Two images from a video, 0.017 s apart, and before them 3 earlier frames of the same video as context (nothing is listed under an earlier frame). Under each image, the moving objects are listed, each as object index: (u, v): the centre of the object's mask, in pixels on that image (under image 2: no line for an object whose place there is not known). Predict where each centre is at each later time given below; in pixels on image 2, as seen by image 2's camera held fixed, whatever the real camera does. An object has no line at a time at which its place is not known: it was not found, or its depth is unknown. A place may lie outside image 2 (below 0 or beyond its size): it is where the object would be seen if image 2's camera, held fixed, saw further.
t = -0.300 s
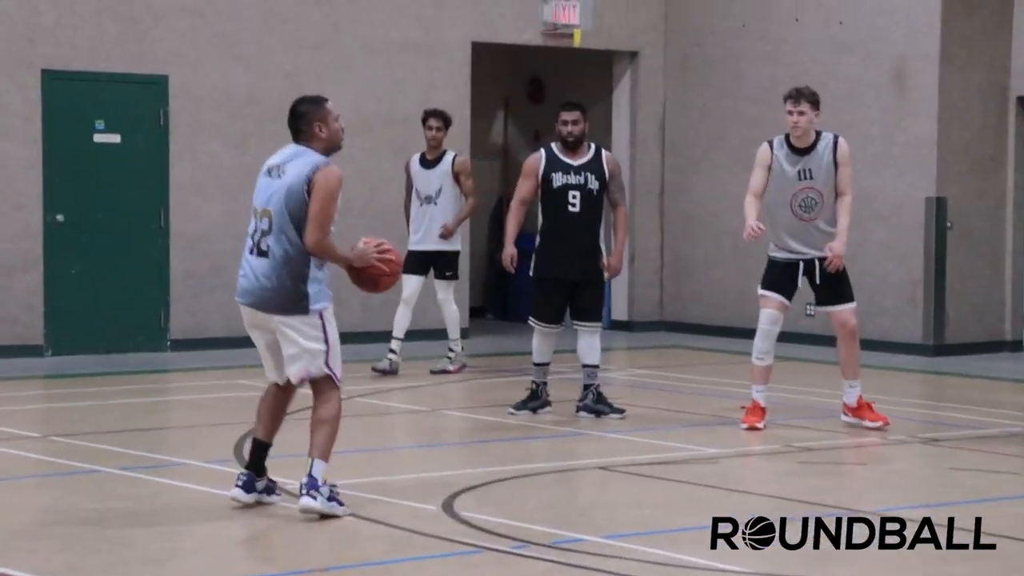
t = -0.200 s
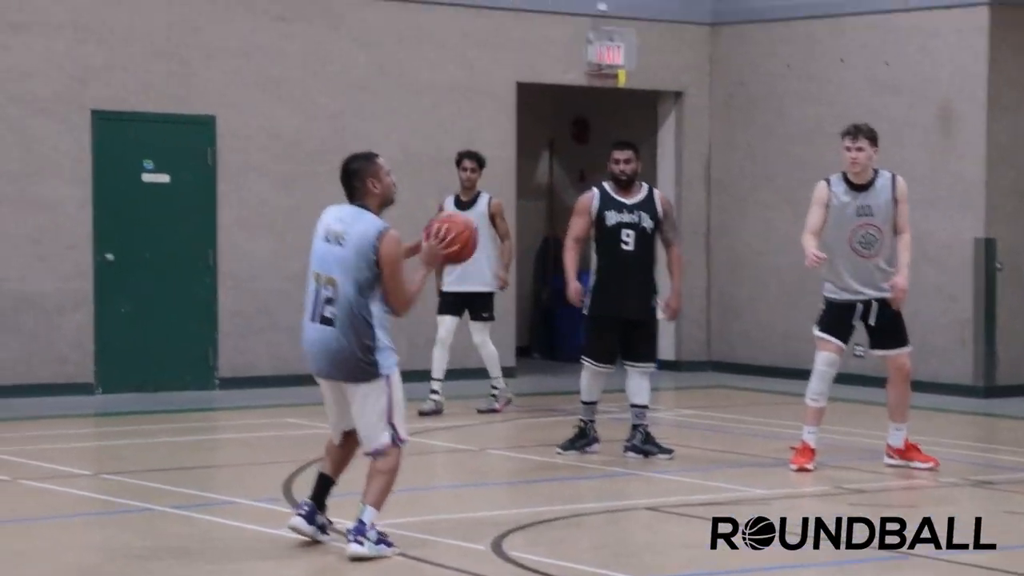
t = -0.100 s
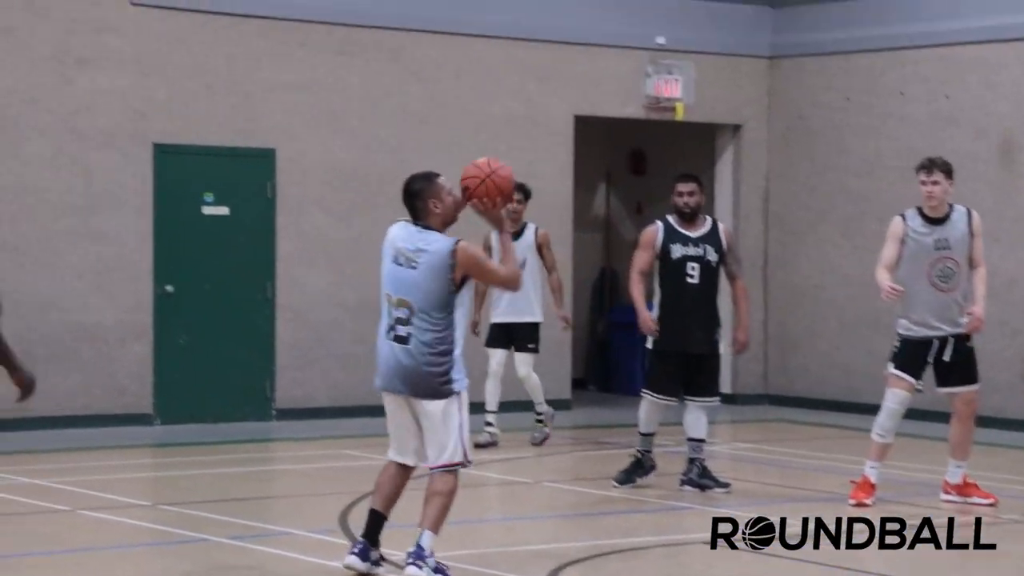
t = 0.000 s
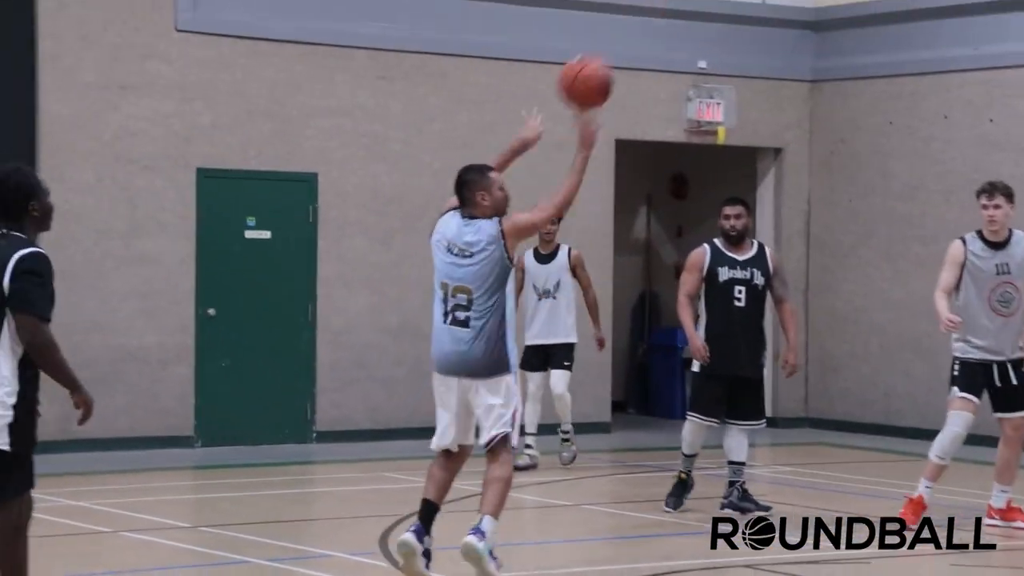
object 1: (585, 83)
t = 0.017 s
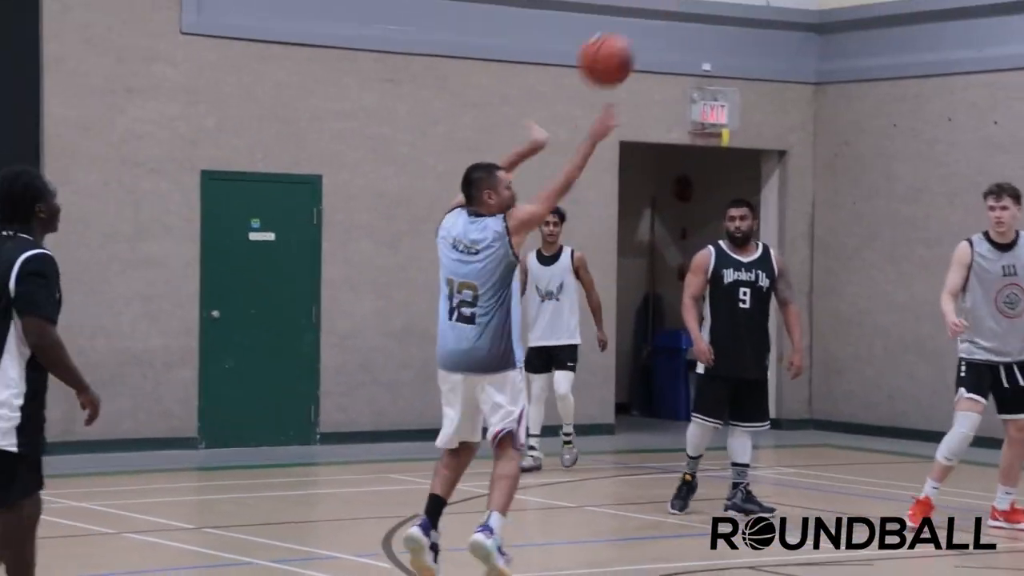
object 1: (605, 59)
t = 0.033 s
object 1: (623, 35)
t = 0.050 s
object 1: (638, 17)
